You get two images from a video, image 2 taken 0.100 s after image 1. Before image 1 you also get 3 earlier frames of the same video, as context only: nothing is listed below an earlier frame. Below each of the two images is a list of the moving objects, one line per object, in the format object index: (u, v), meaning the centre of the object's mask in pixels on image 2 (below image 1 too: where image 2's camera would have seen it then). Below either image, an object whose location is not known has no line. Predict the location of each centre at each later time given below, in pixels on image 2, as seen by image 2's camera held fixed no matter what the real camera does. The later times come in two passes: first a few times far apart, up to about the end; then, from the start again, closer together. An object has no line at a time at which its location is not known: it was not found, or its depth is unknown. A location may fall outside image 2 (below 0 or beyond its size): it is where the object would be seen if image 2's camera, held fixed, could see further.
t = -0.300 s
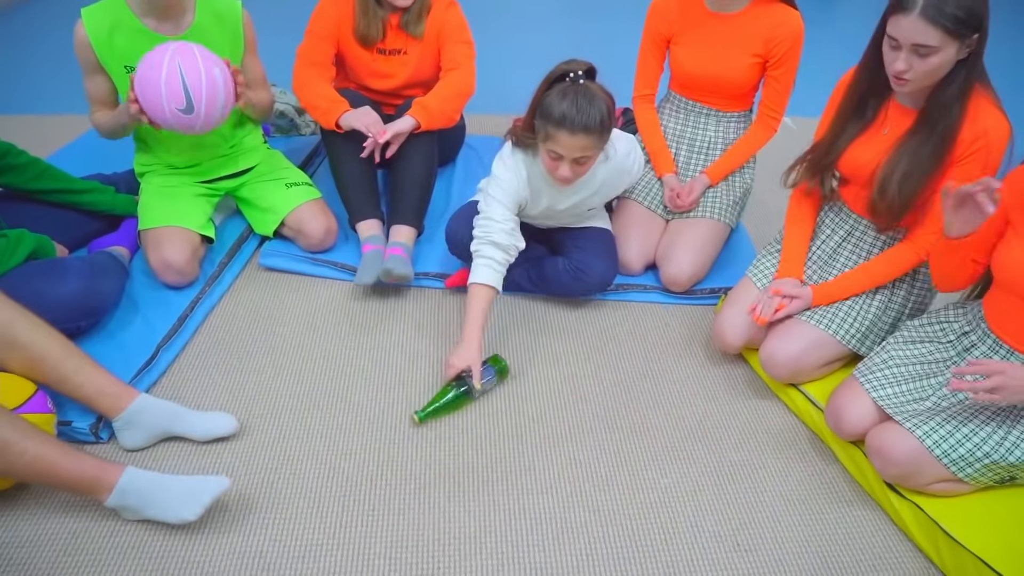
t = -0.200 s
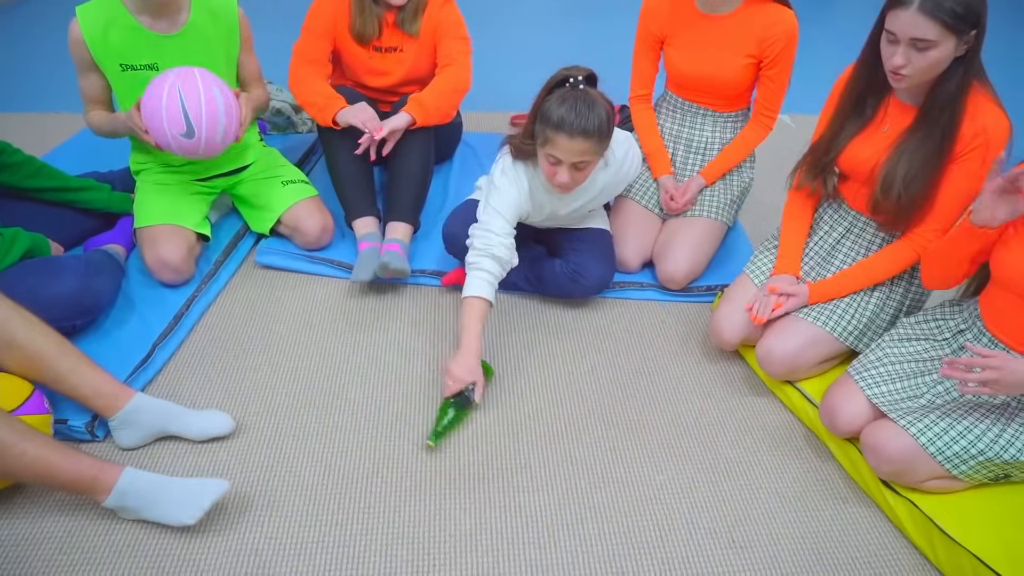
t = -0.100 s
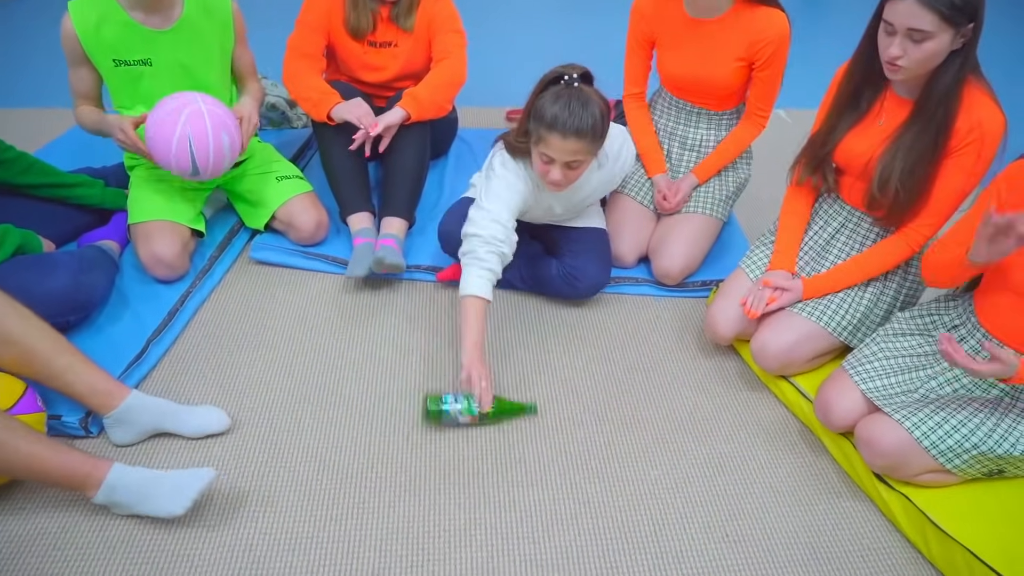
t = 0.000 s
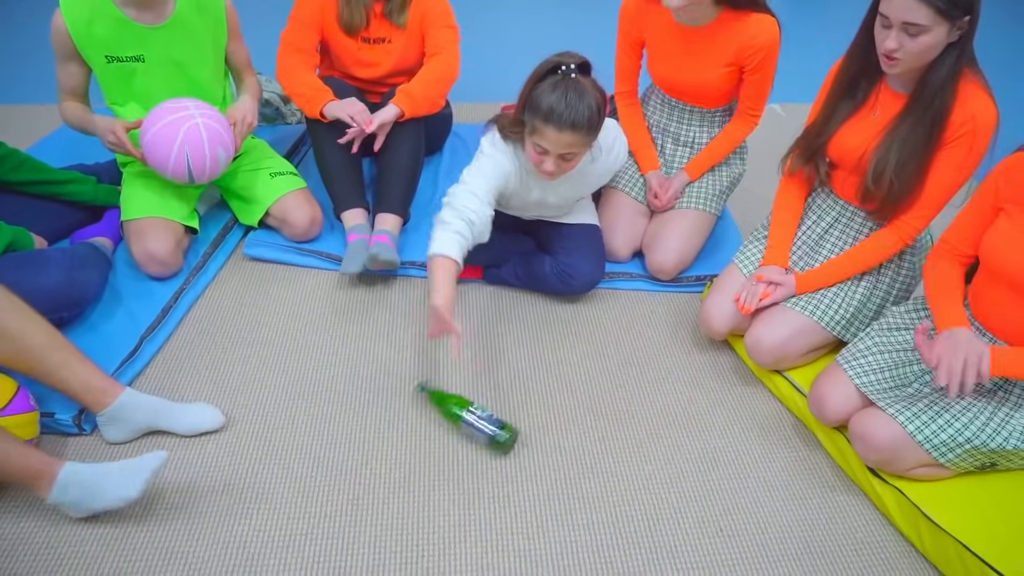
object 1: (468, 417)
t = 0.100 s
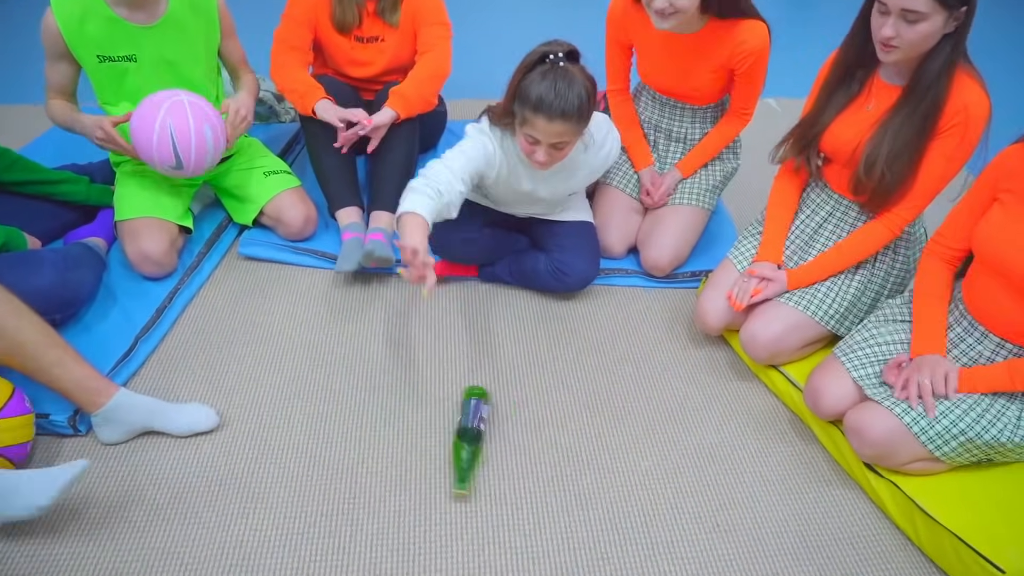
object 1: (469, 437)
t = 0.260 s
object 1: (466, 446)
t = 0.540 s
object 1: (471, 451)
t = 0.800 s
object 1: (472, 451)
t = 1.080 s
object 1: (473, 443)
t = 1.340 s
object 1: (466, 440)
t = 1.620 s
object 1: (467, 439)
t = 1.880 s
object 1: (468, 438)
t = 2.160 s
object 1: (468, 439)
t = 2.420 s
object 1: (468, 439)
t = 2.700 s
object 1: (468, 438)
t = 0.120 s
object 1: (471, 440)
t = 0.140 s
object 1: (471, 439)
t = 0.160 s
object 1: (472, 440)
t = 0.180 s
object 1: (471, 440)
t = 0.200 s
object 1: (471, 441)
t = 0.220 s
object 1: (468, 442)
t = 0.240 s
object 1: (466, 445)
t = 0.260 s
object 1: (466, 446)
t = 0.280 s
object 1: (467, 449)
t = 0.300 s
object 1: (468, 449)
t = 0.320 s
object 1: (469, 448)
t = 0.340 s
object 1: (468, 447)
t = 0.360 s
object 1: (465, 446)
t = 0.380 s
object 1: (463, 448)
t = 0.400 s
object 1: (463, 450)
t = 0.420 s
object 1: (463, 450)
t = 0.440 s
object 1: (463, 452)
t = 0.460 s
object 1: (464, 452)
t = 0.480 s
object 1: (465, 453)
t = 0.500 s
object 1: (468, 453)
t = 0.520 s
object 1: (470, 453)
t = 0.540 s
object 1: (471, 451)
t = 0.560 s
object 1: (472, 451)
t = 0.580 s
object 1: (472, 450)
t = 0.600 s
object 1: (471, 449)
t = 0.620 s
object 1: (471, 448)
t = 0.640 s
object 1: (471, 448)
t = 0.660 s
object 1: (469, 448)
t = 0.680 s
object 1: (467, 449)
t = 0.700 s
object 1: (466, 450)
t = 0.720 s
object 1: (467, 451)
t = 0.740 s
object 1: (468, 452)
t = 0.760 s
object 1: (470, 453)
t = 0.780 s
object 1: (471, 452)
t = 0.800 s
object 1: (472, 451)
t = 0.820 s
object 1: (474, 451)
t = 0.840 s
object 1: (474, 450)
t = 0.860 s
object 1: (475, 449)
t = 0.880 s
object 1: (475, 449)
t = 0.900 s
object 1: (474, 448)
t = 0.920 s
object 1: (474, 447)
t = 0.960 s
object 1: (474, 446)
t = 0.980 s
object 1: (474, 446)
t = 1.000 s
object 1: (473, 446)
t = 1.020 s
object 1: (474, 444)
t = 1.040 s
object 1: (473, 444)
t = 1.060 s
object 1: (474, 443)
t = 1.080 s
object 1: (473, 443)
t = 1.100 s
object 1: (473, 442)
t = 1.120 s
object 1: (472, 441)
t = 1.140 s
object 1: (472, 440)
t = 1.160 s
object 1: (471, 440)
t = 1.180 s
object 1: (471, 440)
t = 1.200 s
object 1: (470, 440)
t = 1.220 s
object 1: (469, 439)
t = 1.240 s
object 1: (469, 439)
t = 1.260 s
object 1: (469, 439)
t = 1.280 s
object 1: (468, 438)
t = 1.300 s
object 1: (468, 439)
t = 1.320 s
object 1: (467, 439)
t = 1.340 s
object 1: (466, 440)
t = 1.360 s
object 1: (466, 439)
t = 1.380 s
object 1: (466, 440)
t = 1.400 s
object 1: (466, 440)
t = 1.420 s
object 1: (466, 440)
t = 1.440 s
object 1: (466, 439)
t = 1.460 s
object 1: (466, 439)
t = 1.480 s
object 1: (466, 440)
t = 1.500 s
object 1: (466, 440)
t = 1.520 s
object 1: (466, 440)
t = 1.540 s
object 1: (467, 440)
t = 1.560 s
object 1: (467, 439)
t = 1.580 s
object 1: (467, 439)
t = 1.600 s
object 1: (467, 439)
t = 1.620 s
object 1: (467, 439)
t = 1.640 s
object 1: (467, 439)
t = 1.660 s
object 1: (467, 439)
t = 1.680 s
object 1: (468, 439)
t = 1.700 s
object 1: (468, 439)
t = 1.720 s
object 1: (468, 439)
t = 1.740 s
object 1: (468, 439)
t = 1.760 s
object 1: (468, 439)
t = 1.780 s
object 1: (468, 438)
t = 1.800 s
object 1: (468, 438)
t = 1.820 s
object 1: (468, 438)
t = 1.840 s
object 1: (468, 438)
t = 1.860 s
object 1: (468, 438)
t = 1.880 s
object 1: (468, 438)
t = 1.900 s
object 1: (468, 438)
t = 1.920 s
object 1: (468, 438)
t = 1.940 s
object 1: (468, 438)
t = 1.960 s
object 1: (468, 438)
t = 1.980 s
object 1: (468, 438)
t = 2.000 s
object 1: (468, 438)
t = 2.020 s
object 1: (468, 438)
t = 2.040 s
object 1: (468, 438)
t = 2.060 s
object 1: (468, 439)
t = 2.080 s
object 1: (468, 438)
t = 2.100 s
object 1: (468, 439)
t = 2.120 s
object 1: (468, 439)
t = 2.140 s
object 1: (468, 439)
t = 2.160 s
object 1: (468, 439)
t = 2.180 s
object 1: (468, 438)
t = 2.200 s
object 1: (468, 438)
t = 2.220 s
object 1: (468, 438)
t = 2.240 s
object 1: (468, 438)
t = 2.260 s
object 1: (468, 439)
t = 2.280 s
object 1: (468, 439)
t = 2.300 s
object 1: (468, 439)
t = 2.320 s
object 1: (468, 439)
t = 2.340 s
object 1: (468, 439)
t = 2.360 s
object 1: (468, 439)
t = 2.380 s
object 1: (468, 439)
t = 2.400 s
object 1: (468, 439)
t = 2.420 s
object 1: (468, 439)
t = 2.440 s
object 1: (468, 440)
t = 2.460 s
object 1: (468, 440)
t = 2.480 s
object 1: (468, 439)
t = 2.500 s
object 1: (468, 439)
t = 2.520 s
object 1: (467, 439)
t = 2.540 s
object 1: (467, 439)
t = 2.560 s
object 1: (467, 439)
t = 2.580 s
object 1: (467, 439)
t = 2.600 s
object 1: (467, 439)
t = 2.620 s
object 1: (467, 439)
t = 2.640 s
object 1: (468, 438)
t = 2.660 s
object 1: (468, 439)
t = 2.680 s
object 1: (468, 438)
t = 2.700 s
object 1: (468, 438)
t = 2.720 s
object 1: (468, 439)
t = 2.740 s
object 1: (467, 438)
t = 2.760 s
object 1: (467, 438)
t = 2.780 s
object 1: (468, 438)
